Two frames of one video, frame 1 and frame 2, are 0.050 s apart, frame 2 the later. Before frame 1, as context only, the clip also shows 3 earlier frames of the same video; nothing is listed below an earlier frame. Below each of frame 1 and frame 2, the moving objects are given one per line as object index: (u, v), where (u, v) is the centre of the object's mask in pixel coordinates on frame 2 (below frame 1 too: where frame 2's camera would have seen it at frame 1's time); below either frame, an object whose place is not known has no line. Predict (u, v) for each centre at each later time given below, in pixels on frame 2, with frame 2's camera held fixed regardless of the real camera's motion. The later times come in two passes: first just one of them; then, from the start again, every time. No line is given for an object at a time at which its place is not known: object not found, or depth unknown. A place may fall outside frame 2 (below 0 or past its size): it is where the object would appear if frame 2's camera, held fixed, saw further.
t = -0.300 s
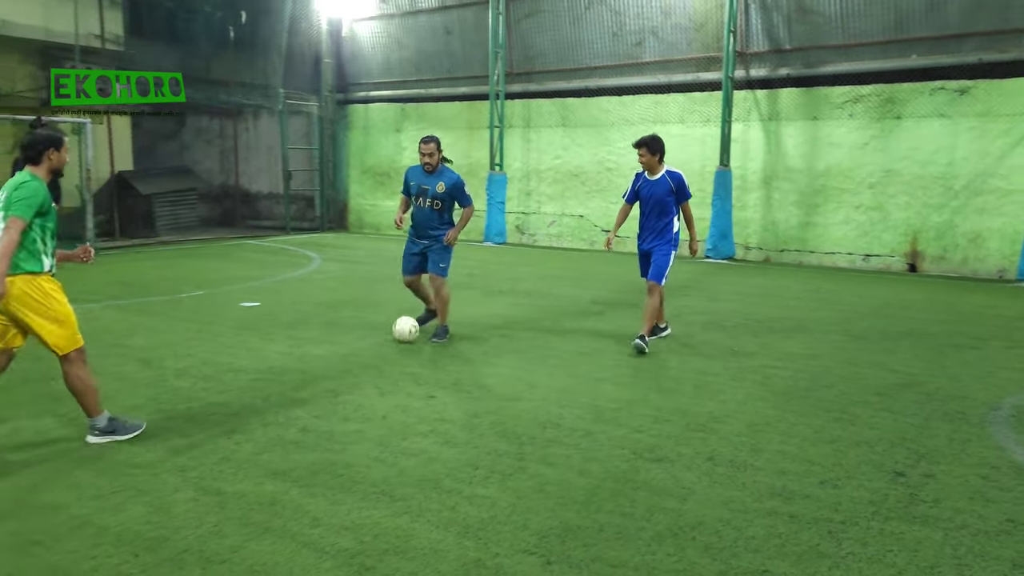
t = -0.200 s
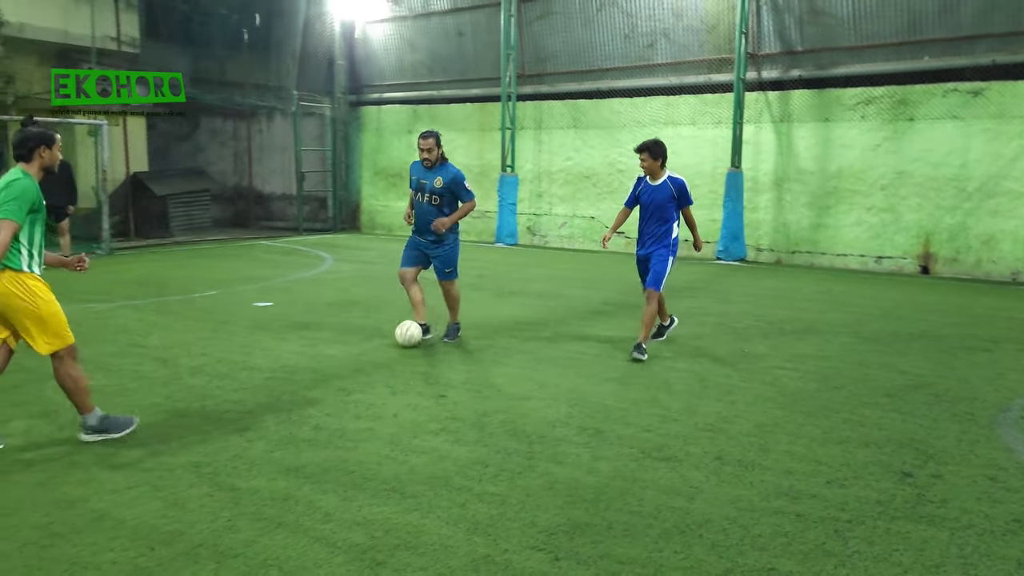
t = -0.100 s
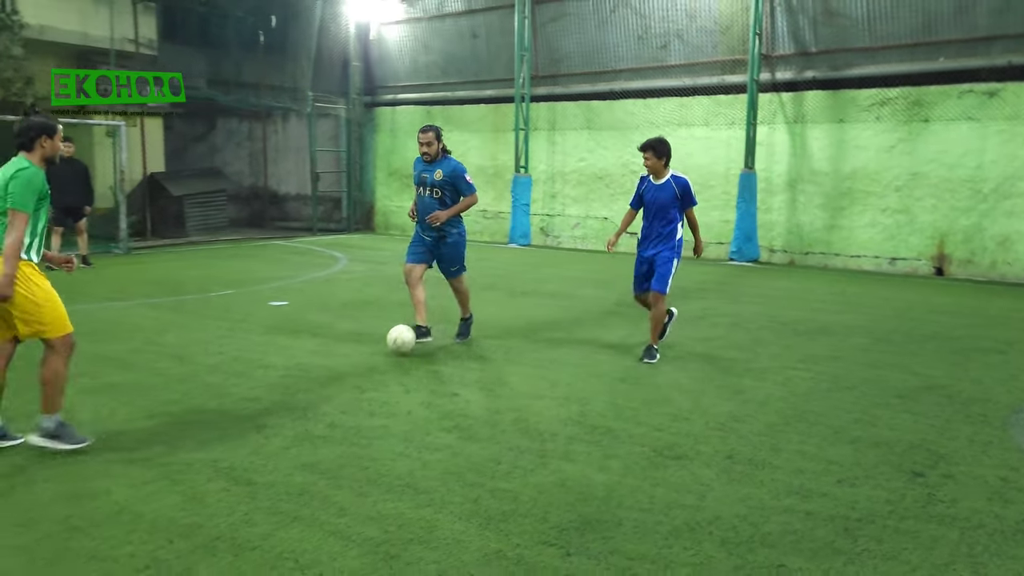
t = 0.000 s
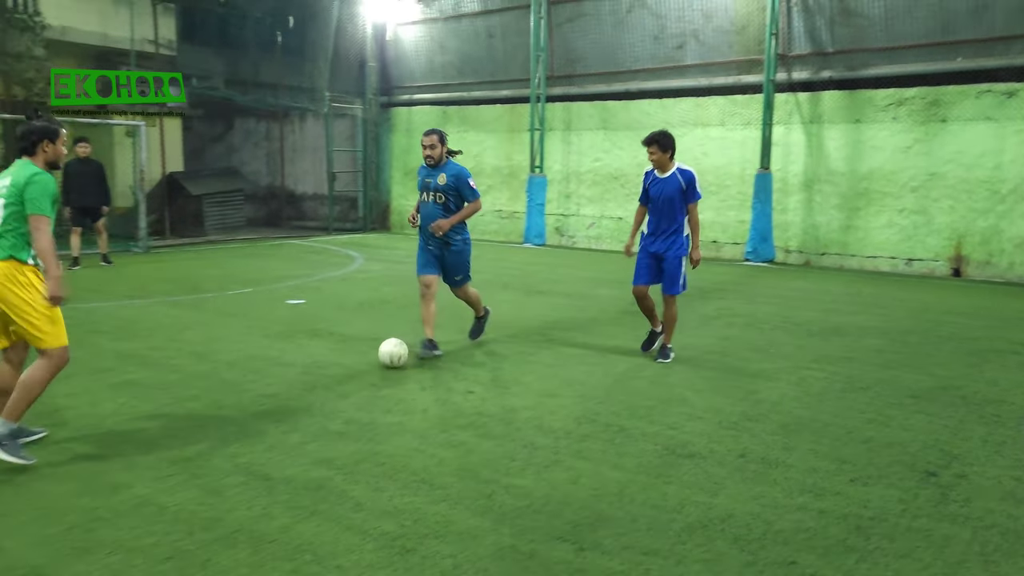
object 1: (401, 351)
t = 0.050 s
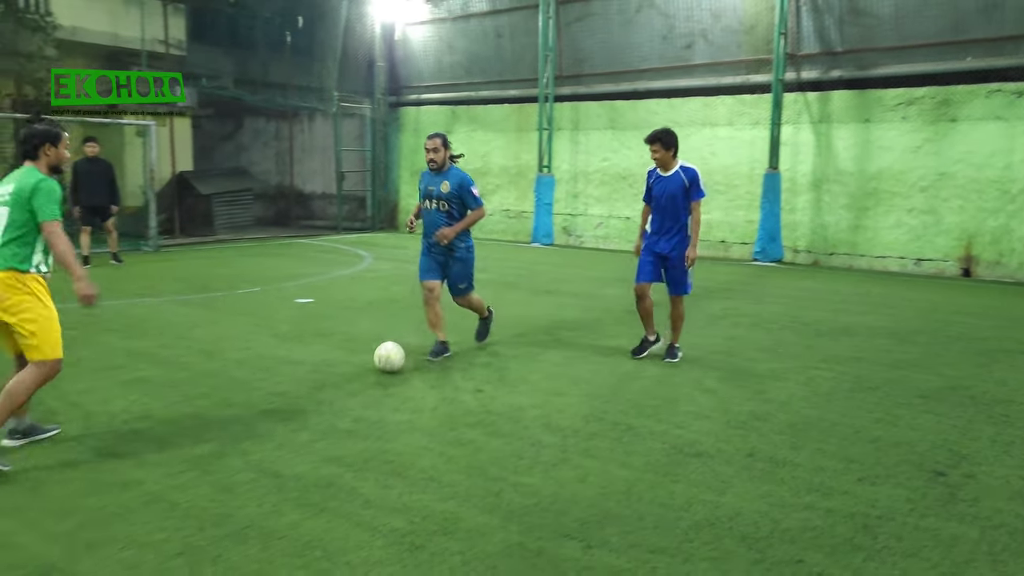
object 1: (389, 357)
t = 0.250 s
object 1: (335, 383)
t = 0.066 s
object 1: (385, 359)
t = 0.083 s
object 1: (381, 360)
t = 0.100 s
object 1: (377, 362)
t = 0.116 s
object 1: (372, 363)
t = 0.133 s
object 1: (368, 364)
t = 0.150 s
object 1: (364, 367)
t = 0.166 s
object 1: (359, 370)
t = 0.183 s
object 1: (355, 373)
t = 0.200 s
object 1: (350, 376)
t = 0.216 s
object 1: (345, 379)
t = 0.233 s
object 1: (340, 381)
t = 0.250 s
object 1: (335, 383)
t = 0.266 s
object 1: (330, 385)
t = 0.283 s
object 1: (325, 388)
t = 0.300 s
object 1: (320, 391)
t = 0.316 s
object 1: (314, 394)
